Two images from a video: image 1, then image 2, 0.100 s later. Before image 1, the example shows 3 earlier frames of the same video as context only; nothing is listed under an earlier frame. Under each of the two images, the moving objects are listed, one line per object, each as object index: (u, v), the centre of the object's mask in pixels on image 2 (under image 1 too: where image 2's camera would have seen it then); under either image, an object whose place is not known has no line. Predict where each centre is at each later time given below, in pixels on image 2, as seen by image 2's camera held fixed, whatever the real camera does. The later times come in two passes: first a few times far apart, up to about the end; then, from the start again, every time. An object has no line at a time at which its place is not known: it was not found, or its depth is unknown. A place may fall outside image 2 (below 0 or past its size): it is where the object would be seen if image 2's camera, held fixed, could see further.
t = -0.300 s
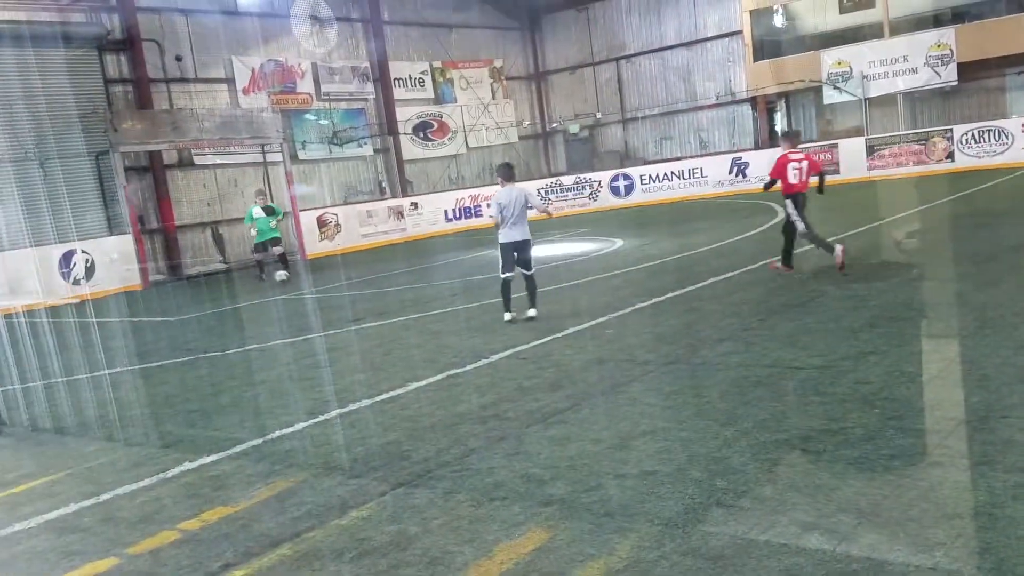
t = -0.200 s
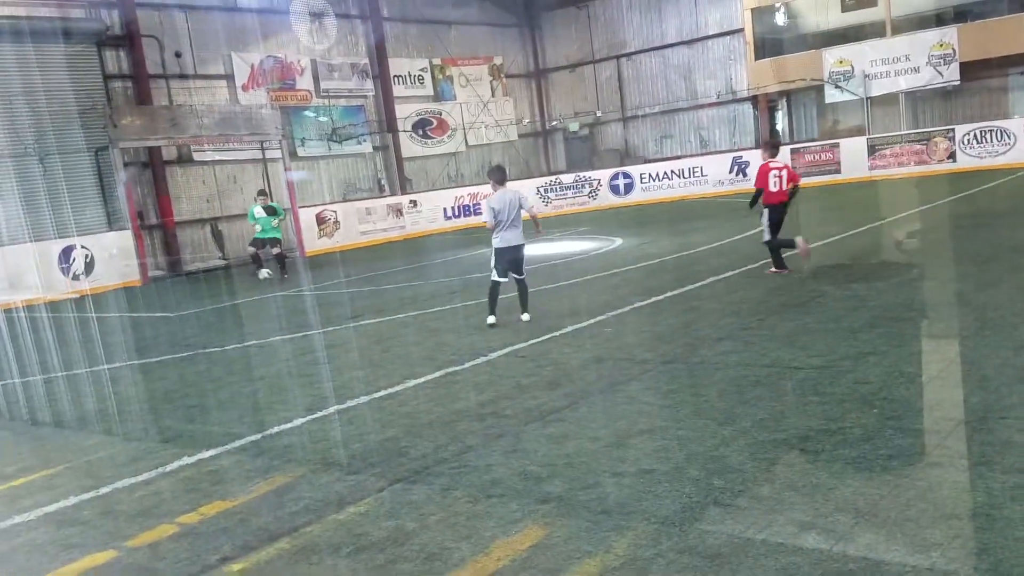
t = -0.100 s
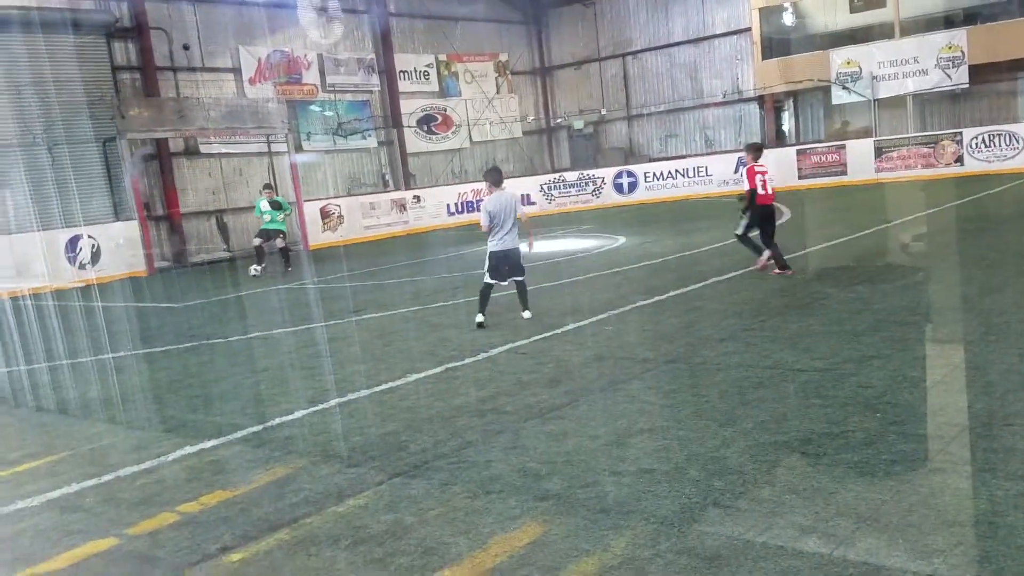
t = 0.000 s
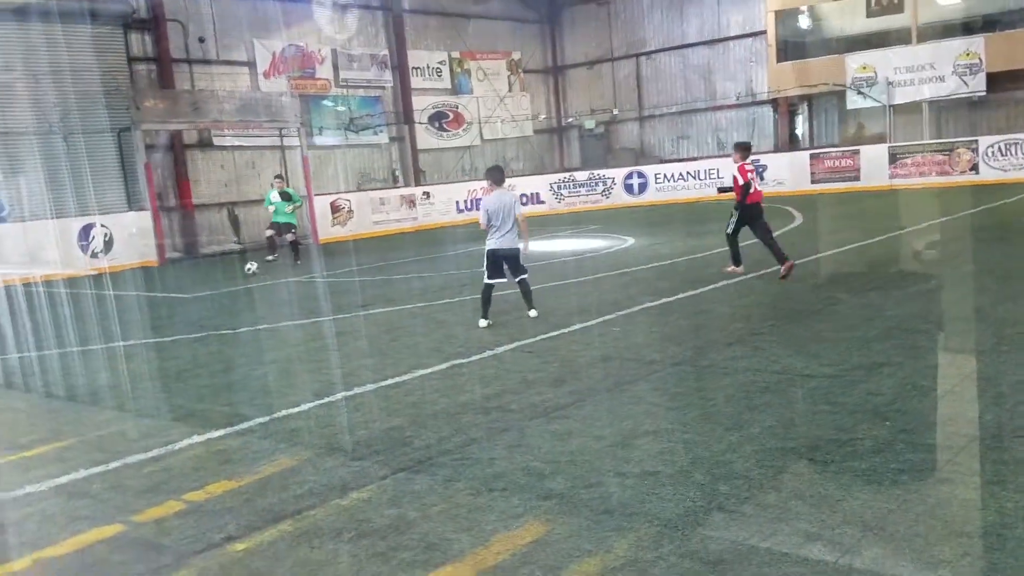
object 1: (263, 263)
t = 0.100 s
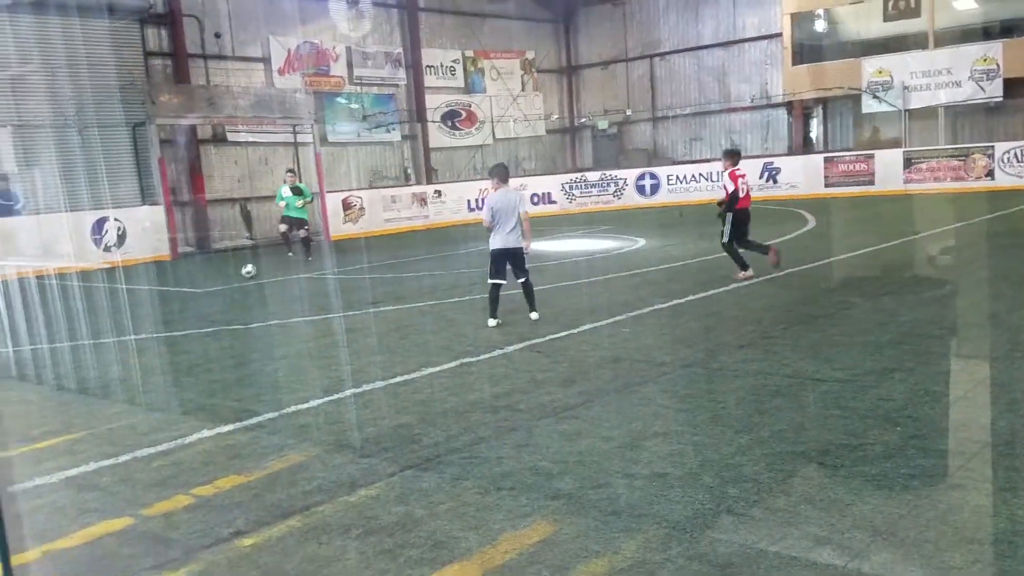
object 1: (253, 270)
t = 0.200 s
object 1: (234, 278)
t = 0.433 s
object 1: (195, 295)
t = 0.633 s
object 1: (160, 311)
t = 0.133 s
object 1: (244, 273)
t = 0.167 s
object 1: (239, 276)
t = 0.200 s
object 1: (234, 278)
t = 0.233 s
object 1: (229, 280)
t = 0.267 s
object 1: (223, 283)
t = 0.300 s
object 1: (218, 284)
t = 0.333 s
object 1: (212, 288)
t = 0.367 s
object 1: (206, 291)
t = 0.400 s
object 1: (201, 293)
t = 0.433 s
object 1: (195, 295)
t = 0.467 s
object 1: (188, 298)
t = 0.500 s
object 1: (182, 302)
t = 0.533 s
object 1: (177, 304)
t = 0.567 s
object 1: (171, 306)
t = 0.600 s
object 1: (165, 310)
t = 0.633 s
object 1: (160, 311)
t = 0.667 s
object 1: (154, 312)
